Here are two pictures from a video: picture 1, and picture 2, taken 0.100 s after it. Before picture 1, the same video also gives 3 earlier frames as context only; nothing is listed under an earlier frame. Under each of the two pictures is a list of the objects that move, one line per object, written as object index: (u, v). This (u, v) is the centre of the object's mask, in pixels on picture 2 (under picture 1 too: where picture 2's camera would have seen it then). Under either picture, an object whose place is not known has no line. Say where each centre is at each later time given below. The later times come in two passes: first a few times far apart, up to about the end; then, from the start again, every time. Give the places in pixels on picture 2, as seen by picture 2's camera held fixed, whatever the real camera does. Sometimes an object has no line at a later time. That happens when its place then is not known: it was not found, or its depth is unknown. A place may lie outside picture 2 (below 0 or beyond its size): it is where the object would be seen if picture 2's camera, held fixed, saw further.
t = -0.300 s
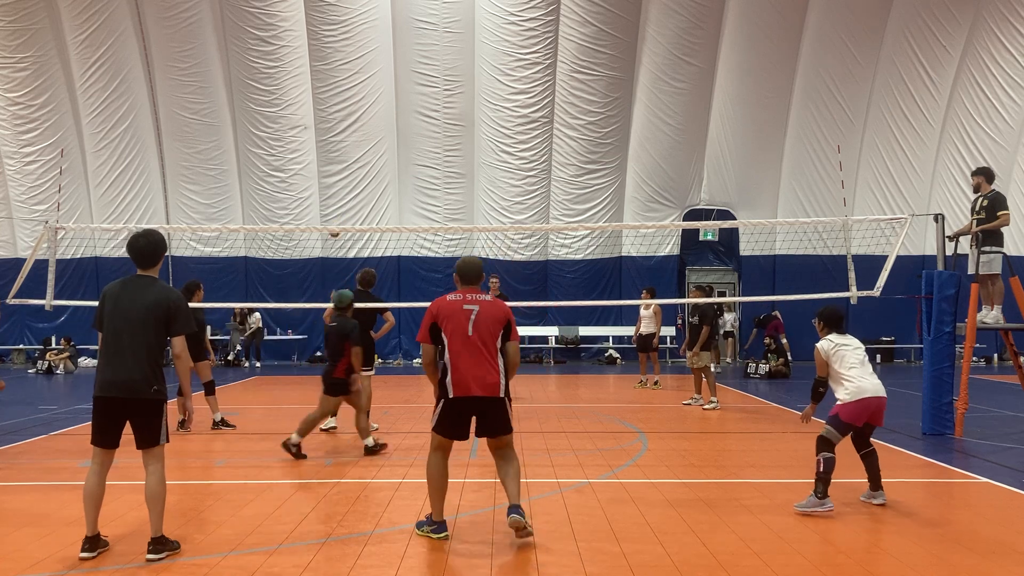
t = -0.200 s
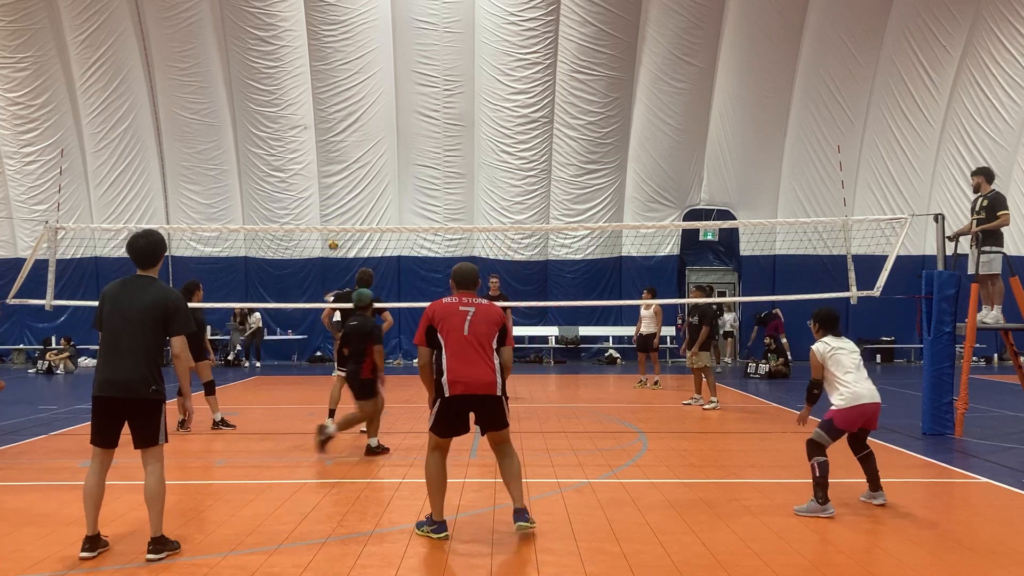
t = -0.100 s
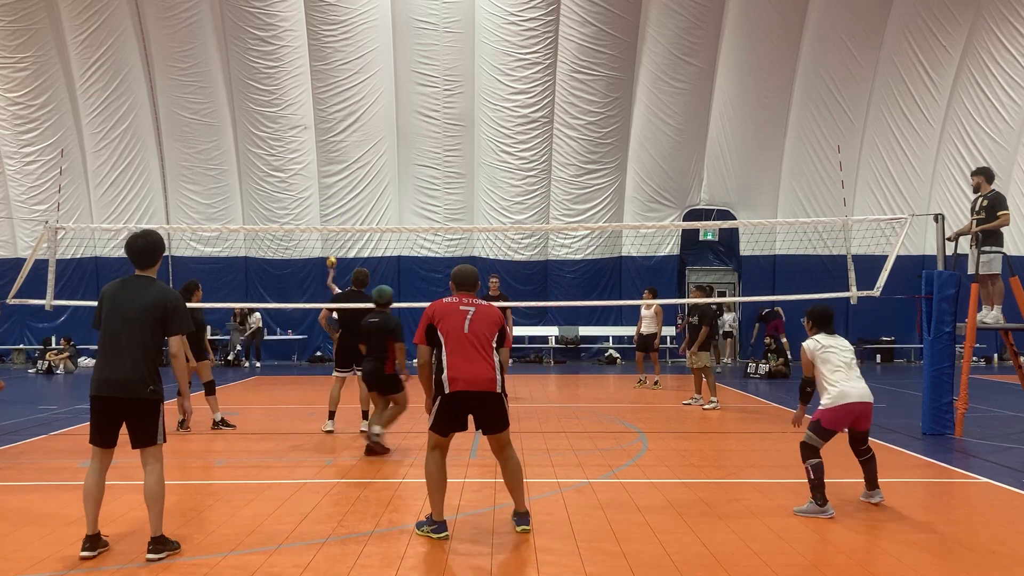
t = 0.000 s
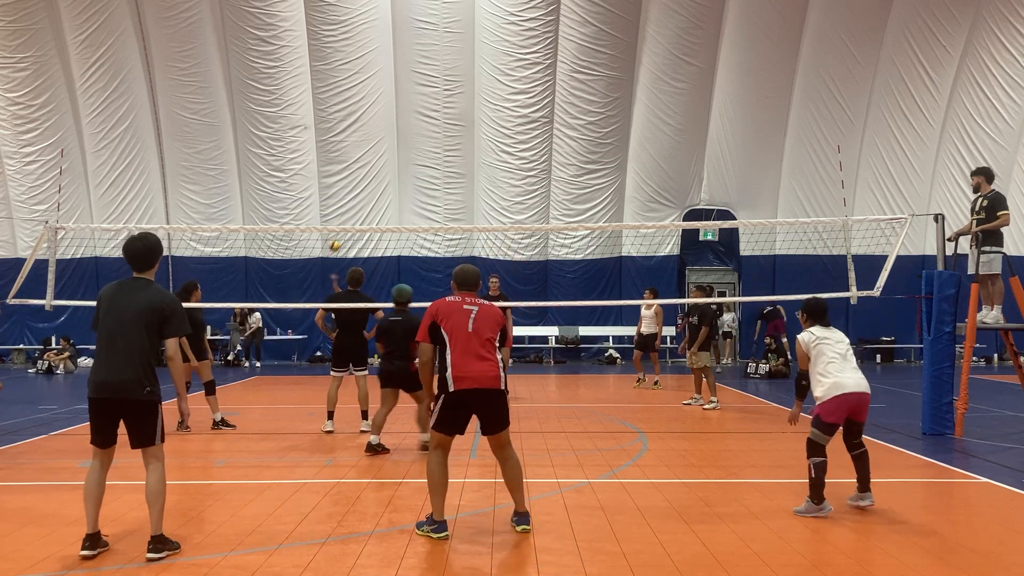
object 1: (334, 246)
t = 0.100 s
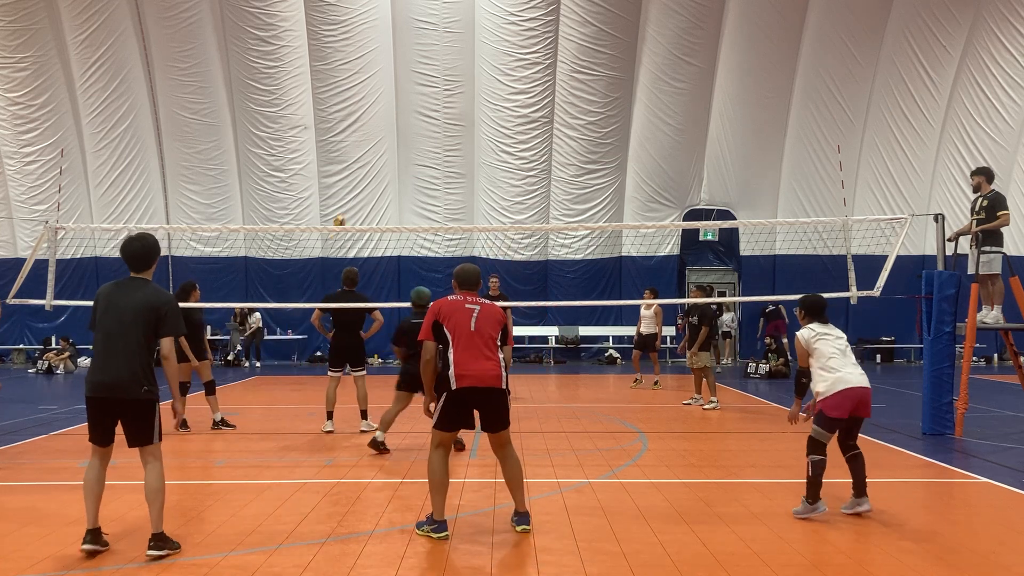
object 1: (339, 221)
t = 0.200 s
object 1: (346, 199)
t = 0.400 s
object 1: (361, 165)
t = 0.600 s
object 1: (382, 153)
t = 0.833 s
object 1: (426, 199)
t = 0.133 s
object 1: (341, 214)
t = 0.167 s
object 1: (344, 207)
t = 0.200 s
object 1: (346, 199)
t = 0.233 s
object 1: (348, 193)
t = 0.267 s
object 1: (351, 186)
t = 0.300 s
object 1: (353, 180)
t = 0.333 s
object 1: (355, 174)
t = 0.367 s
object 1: (358, 169)
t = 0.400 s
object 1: (361, 165)
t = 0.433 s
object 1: (364, 161)
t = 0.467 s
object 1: (367, 157)
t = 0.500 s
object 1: (370, 155)
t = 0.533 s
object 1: (374, 153)
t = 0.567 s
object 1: (377, 153)
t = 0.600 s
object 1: (382, 153)
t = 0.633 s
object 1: (386, 155)
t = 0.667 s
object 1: (391, 159)
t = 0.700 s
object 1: (397, 163)
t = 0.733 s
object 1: (403, 169)
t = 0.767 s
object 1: (410, 177)
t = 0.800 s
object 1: (418, 186)
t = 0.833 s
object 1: (426, 199)
